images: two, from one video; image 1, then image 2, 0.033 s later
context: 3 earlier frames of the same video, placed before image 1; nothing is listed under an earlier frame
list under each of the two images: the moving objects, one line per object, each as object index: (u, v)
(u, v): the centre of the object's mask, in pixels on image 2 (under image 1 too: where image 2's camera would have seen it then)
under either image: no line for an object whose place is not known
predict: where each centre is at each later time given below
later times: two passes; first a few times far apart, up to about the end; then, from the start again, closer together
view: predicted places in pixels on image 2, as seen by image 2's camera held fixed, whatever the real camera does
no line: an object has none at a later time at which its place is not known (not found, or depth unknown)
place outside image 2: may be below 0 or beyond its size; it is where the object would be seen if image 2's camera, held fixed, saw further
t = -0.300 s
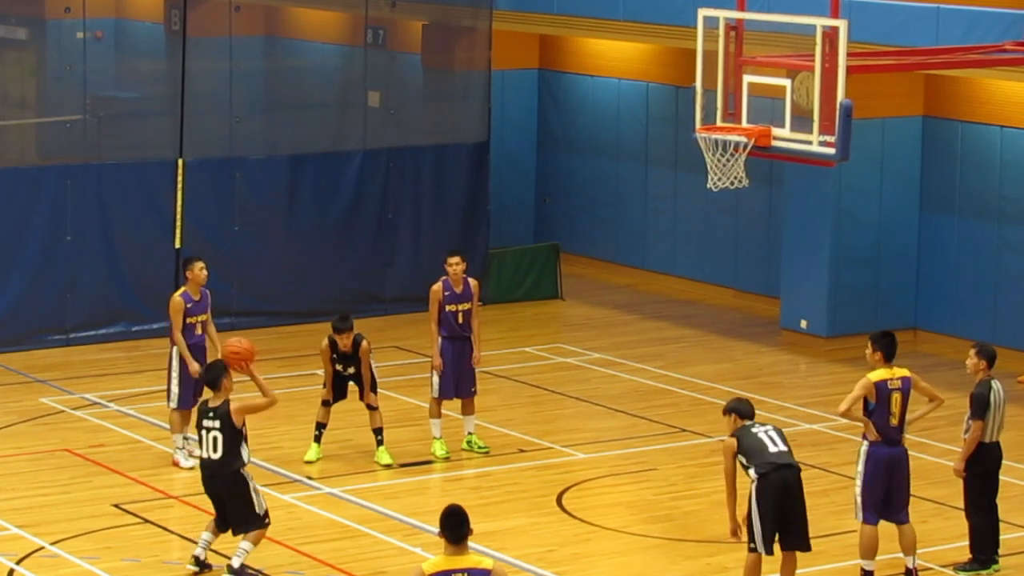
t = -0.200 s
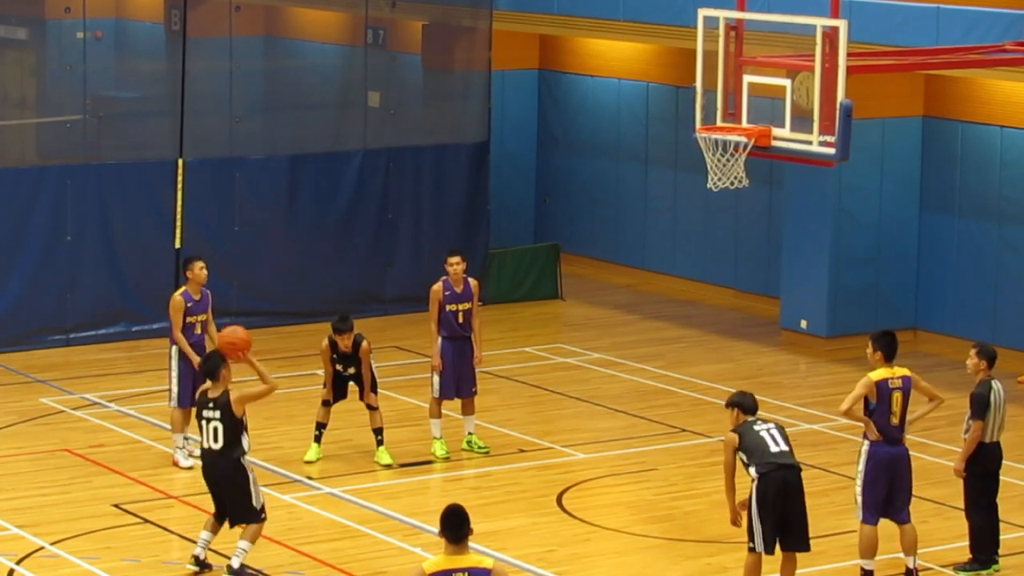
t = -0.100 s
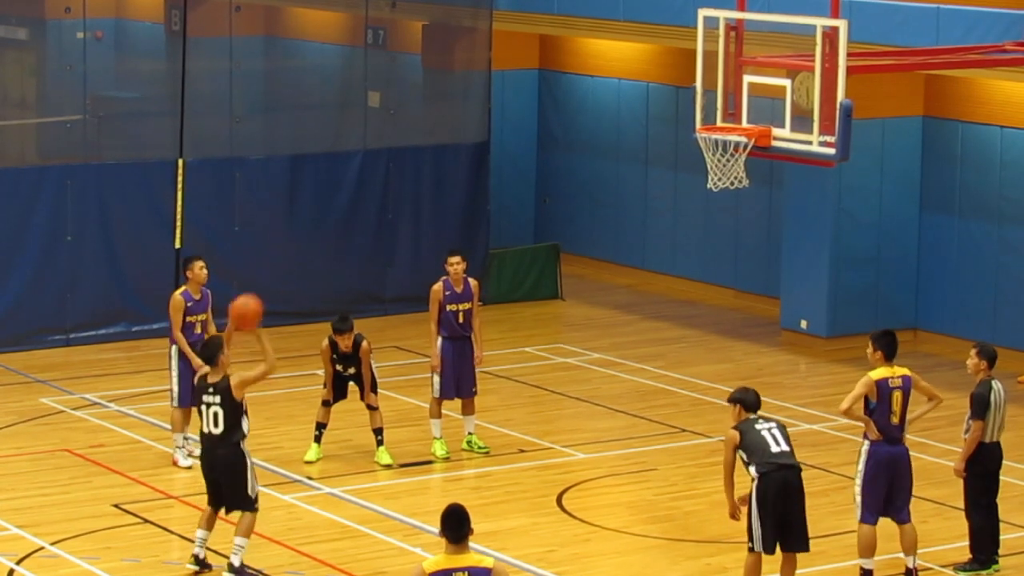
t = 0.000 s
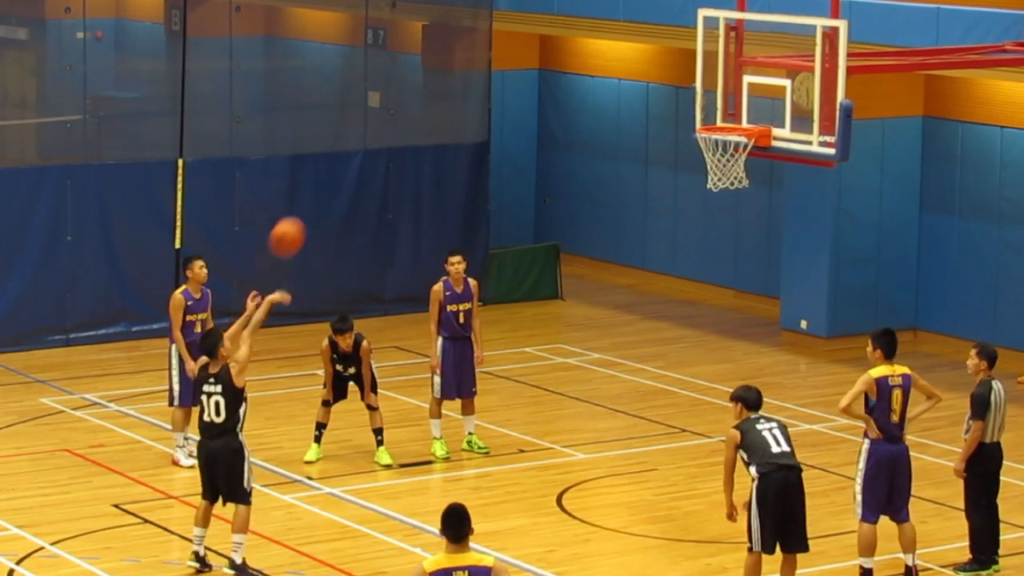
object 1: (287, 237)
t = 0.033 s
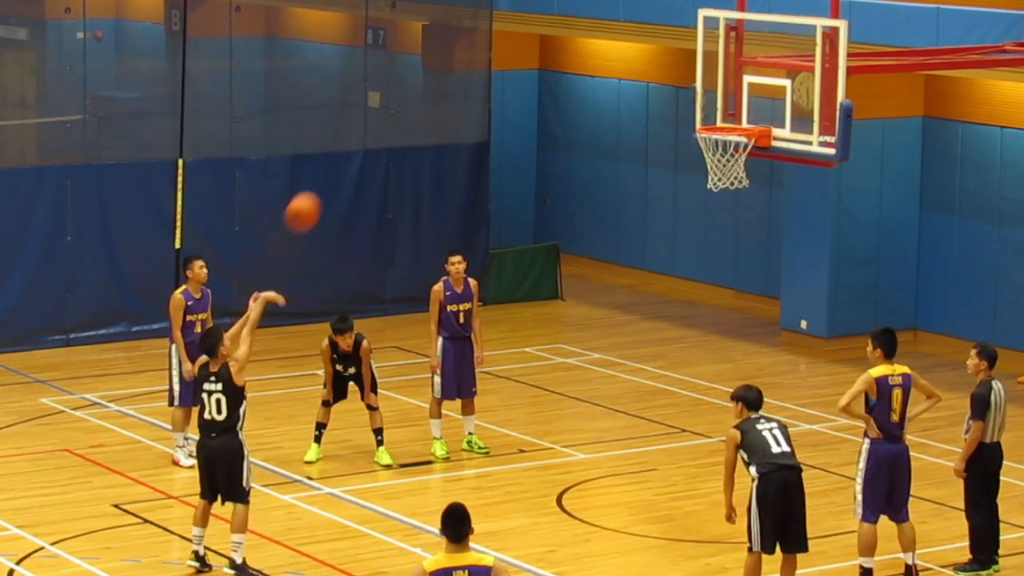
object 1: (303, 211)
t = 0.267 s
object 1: (412, 79)
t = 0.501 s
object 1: (515, 20)
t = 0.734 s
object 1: (610, 36)
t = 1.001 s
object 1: (704, 109)
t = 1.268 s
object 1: (744, 91)
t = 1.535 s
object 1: (718, 121)
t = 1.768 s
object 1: (730, 160)
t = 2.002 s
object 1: (717, 258)
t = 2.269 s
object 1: (696, 447)
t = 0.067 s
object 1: (319, 188)
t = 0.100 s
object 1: (334, 166)
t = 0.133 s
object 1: (350, 145)
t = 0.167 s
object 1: (366, 126)
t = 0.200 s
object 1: (381, 108)
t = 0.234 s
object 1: (397, 93)
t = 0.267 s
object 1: (412, 79)
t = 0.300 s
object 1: (427, 67)
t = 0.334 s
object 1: (442, 55)
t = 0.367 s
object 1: (457, 45)
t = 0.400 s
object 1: (471, 37)
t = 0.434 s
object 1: (485, 31)
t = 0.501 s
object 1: (515, 20)
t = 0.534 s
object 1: (529, 18)
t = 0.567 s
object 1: (542, 18)
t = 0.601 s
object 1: (557, 19)
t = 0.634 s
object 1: (570, 21)
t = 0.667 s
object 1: (584, 25)
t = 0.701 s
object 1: (597, 29)
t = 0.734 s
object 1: (610, 36)
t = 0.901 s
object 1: (674, 86)
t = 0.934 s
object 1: (685, 100)
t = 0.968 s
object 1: (697, 114)
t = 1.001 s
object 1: (704, 109)
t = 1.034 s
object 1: (712, 103)
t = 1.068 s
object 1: (718, 98)
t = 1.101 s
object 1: (725, 93)
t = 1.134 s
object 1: (732, 91)
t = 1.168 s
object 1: (740, 91)
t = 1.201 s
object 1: (746, 92)
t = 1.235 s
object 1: (748, 91)
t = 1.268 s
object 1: (744, 91)
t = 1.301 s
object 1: (741, 91)
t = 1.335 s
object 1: (737, 92)
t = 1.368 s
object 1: (732, 95)
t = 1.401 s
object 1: (728, 99)
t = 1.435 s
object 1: (723, 105)
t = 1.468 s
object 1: (719, 112)
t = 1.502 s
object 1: (715, 119)
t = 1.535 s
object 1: (718, 121)
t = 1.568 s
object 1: (724, 123)
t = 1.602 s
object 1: (731, 124)
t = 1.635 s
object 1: (734, 126)
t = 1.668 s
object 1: (736, 142)
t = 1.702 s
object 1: (736, 146)
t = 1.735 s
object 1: (734, 150)
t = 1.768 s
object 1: (730, 160)
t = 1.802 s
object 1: (728, 168)
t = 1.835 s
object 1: (728, 183)
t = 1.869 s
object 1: (726, 198)
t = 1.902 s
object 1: (724, 210)
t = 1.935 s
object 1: (722, 224)
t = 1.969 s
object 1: (719, 241)
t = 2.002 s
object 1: (717, 258)
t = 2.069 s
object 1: (713, 296)
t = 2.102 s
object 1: (710, 318)
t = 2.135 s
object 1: (706, 341)
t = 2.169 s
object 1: (705, 365)
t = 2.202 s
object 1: (701, 393)
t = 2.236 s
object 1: (700, 419)
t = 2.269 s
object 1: (696, 447)
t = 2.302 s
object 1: (694, 475)
